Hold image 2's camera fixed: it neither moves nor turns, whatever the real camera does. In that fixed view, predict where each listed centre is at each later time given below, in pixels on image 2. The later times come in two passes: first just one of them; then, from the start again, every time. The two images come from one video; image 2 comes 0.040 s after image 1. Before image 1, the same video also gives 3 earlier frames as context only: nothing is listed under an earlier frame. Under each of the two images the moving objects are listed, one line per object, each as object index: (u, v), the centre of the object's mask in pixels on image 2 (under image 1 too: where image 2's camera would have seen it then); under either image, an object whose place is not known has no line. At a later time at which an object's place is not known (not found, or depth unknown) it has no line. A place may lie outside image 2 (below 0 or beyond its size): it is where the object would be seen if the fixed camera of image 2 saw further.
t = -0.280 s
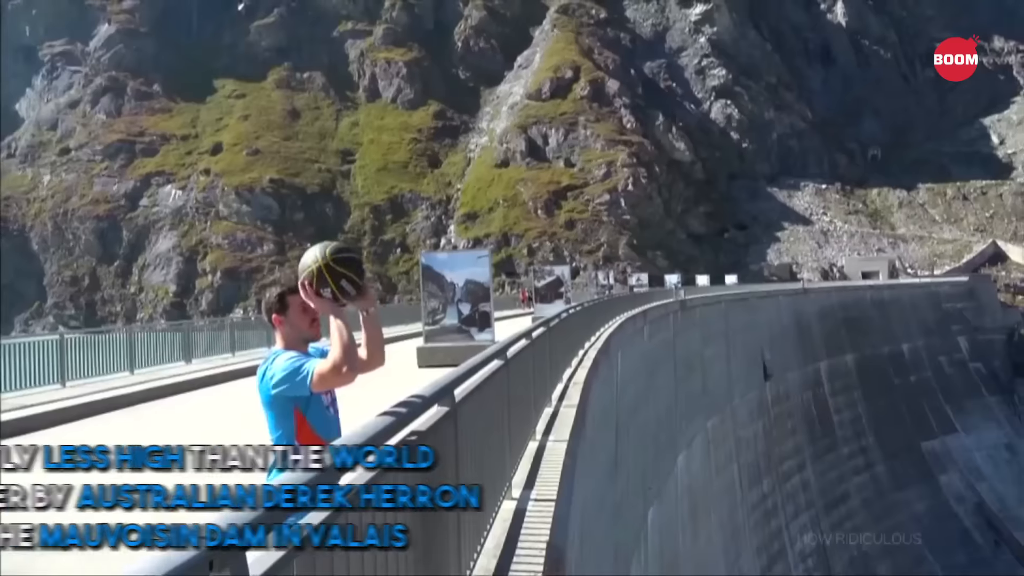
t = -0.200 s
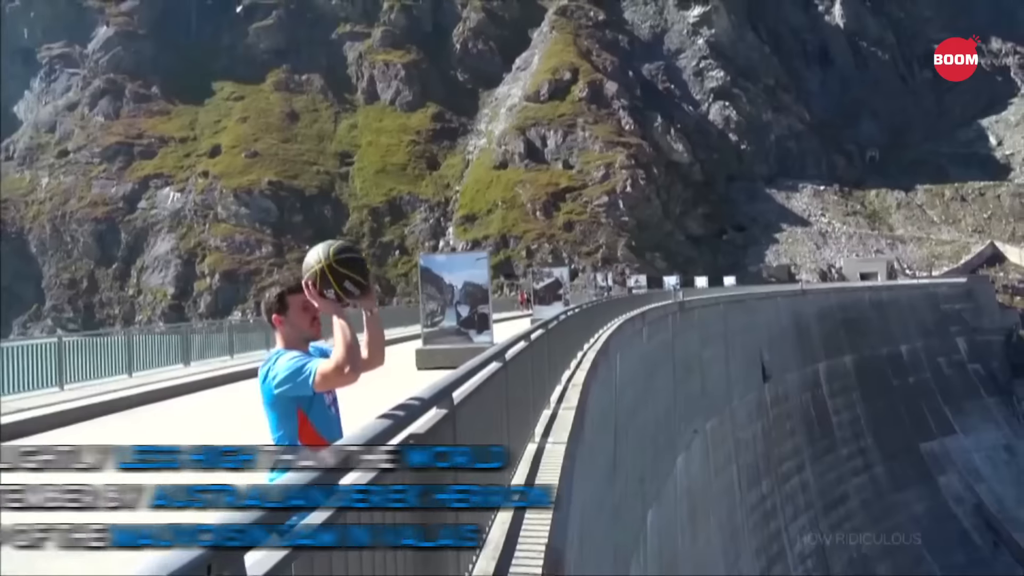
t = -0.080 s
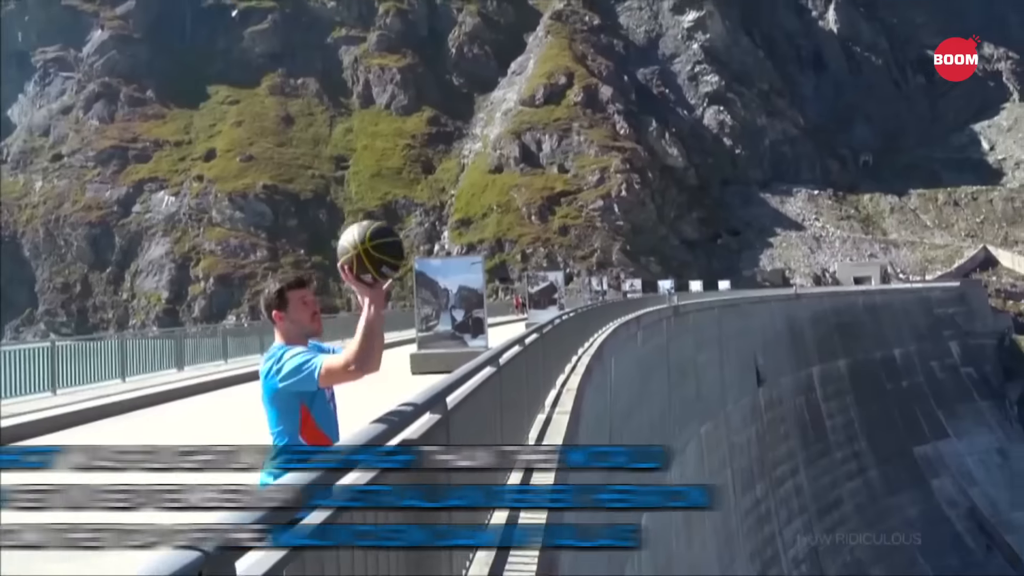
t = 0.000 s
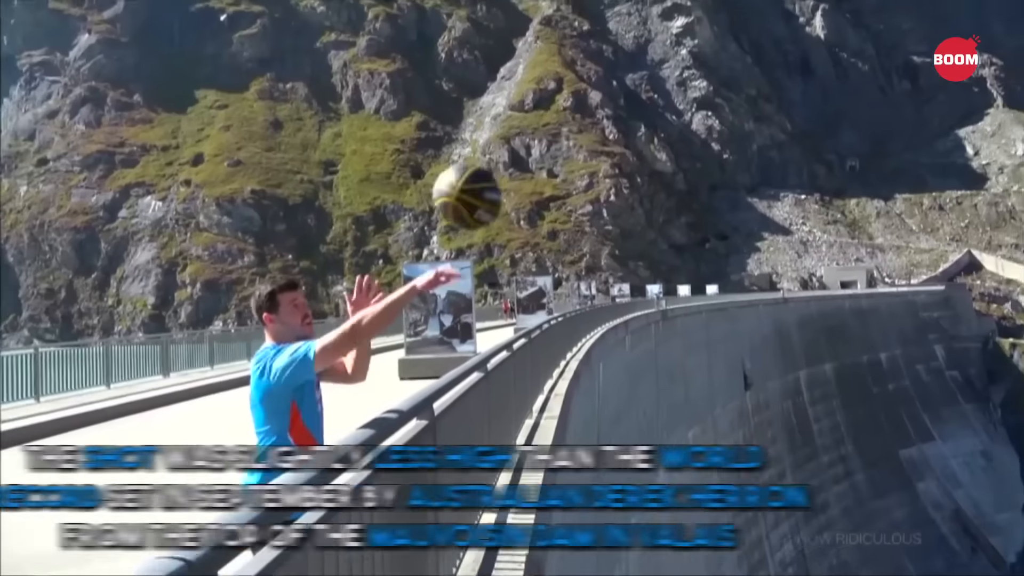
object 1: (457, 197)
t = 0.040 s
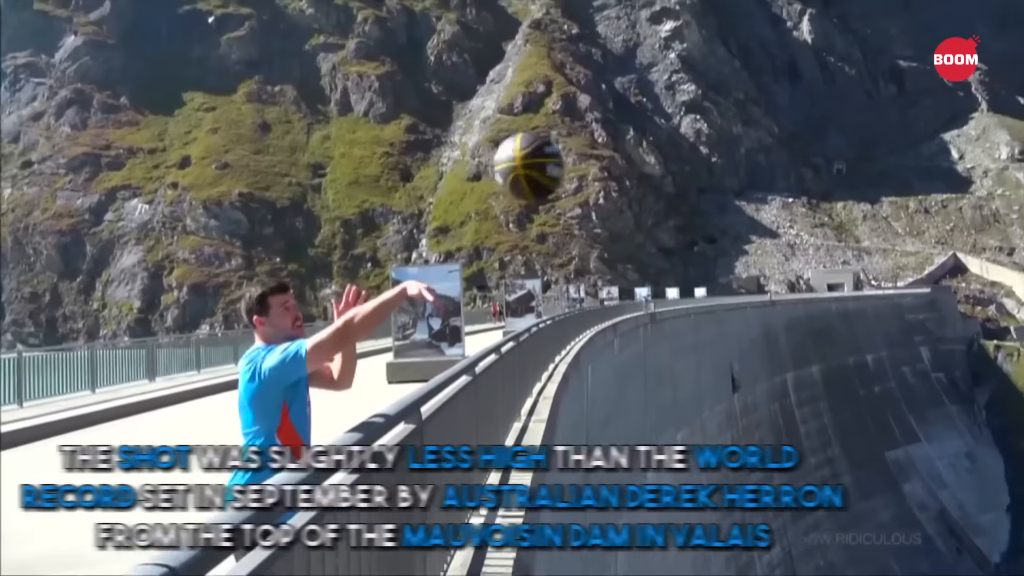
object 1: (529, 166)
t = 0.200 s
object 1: (858, 62)
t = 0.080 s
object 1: (606, 135)
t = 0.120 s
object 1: (685, 108)
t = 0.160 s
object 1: (768, 84)
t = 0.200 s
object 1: (858, 62)
